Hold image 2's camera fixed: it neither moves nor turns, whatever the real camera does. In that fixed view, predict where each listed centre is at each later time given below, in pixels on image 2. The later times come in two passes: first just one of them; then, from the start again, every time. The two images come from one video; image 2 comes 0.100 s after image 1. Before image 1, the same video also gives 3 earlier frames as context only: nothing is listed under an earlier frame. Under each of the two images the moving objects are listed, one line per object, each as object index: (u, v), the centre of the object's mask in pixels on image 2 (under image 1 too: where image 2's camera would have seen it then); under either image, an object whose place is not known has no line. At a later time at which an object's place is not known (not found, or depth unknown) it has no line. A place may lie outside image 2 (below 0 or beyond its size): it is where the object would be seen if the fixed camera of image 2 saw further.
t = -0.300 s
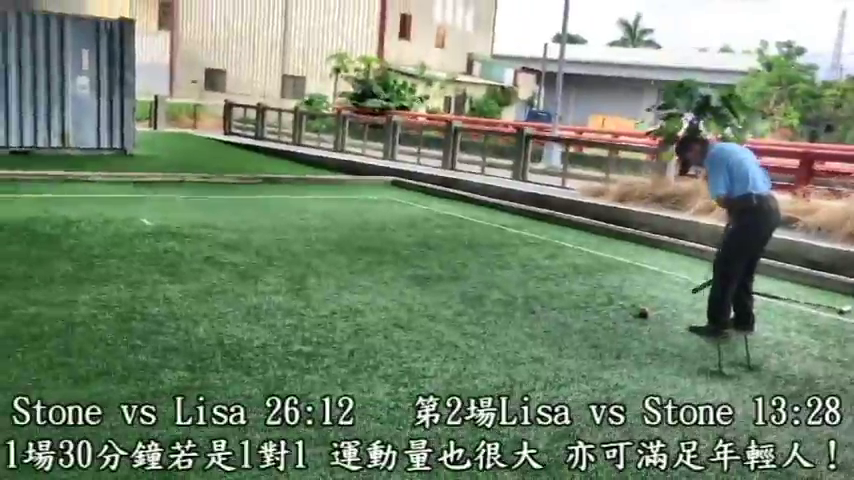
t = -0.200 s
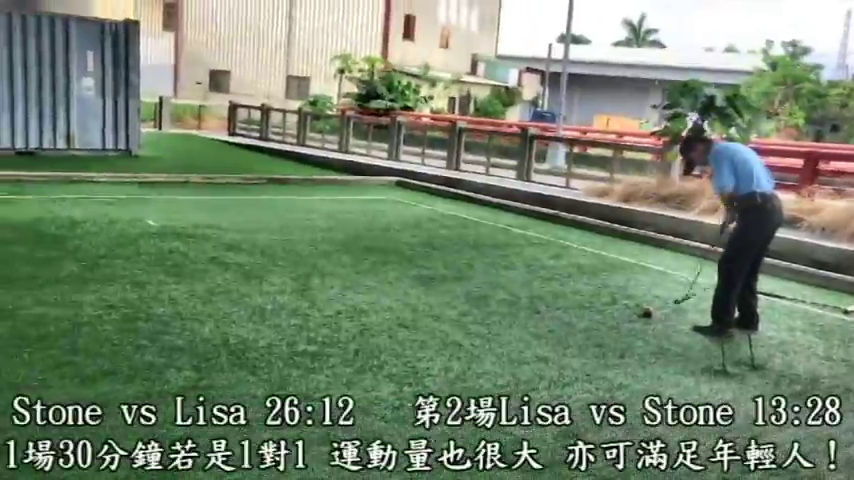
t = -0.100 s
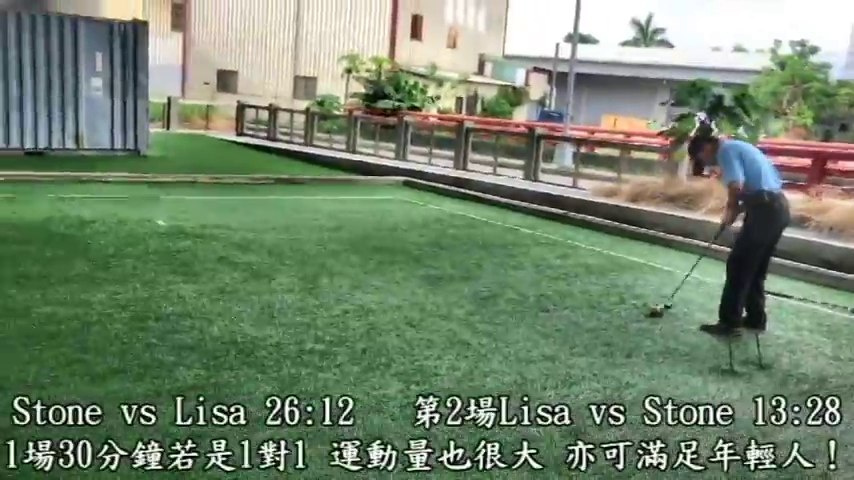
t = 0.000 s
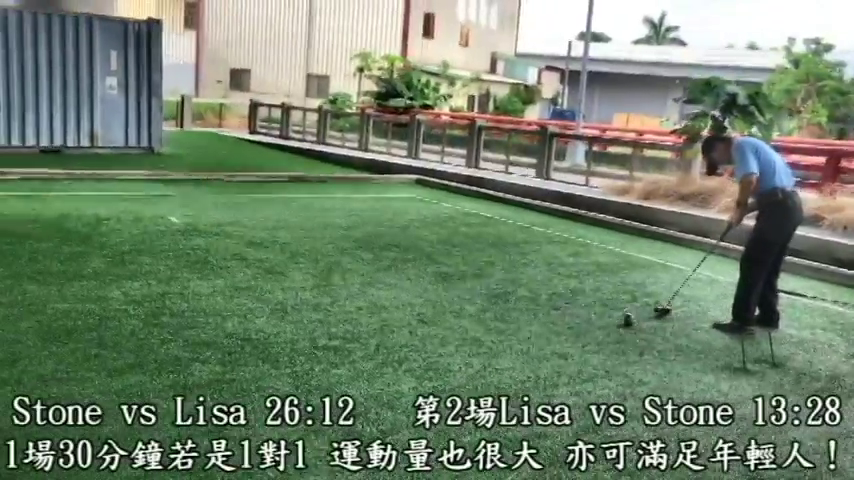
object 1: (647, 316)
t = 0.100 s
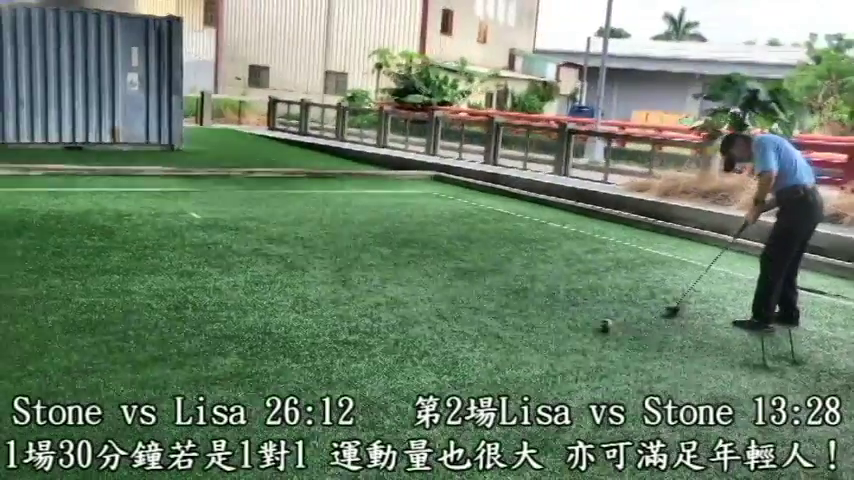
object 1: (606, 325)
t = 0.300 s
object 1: (517, 347)
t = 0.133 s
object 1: (591, 330)
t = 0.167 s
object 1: (577, 332)
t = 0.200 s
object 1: (562, 337)
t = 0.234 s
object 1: (547, 340)
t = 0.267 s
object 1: (533, 343)
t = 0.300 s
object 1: (517, 347)
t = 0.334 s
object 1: (502, 351)
